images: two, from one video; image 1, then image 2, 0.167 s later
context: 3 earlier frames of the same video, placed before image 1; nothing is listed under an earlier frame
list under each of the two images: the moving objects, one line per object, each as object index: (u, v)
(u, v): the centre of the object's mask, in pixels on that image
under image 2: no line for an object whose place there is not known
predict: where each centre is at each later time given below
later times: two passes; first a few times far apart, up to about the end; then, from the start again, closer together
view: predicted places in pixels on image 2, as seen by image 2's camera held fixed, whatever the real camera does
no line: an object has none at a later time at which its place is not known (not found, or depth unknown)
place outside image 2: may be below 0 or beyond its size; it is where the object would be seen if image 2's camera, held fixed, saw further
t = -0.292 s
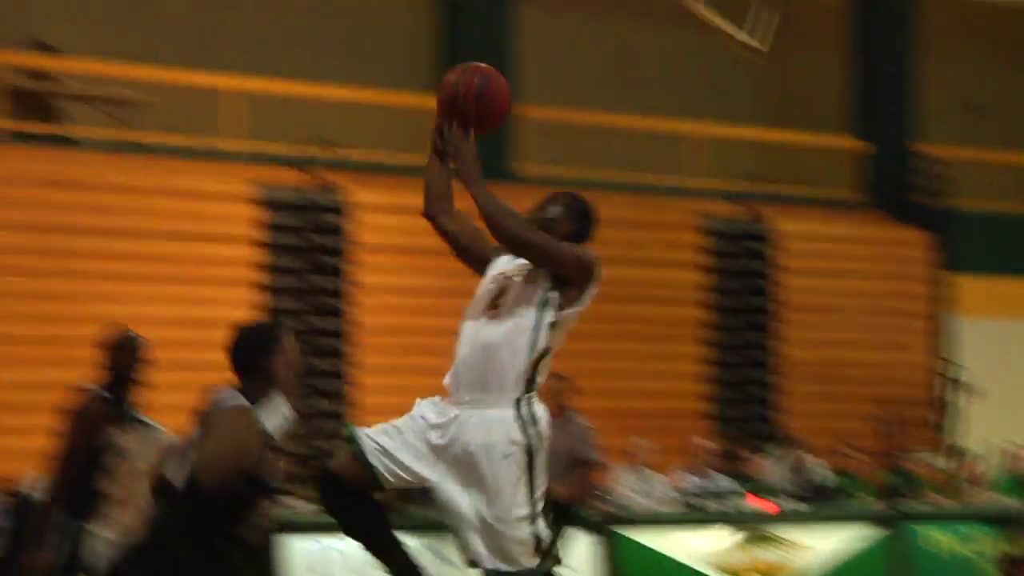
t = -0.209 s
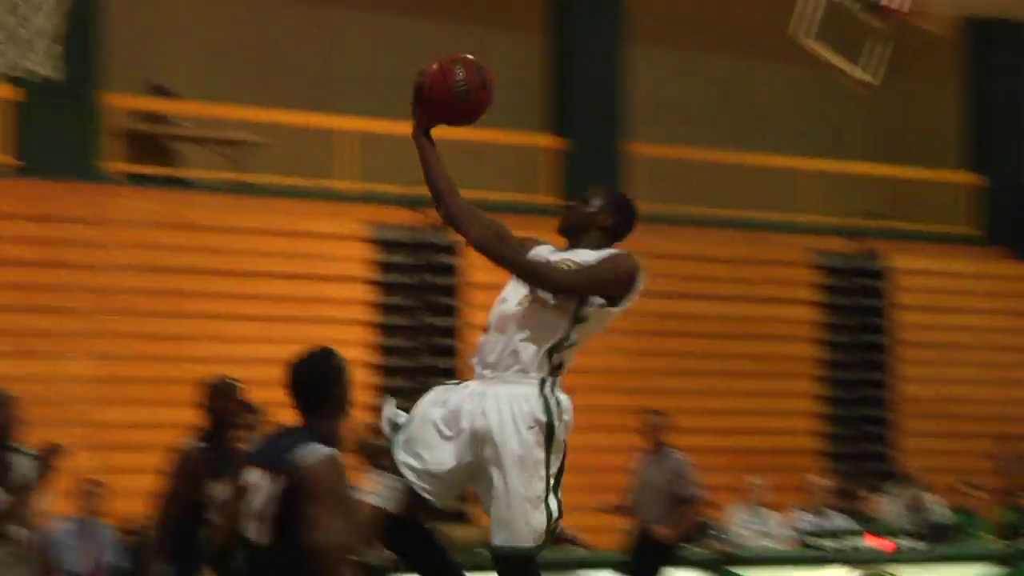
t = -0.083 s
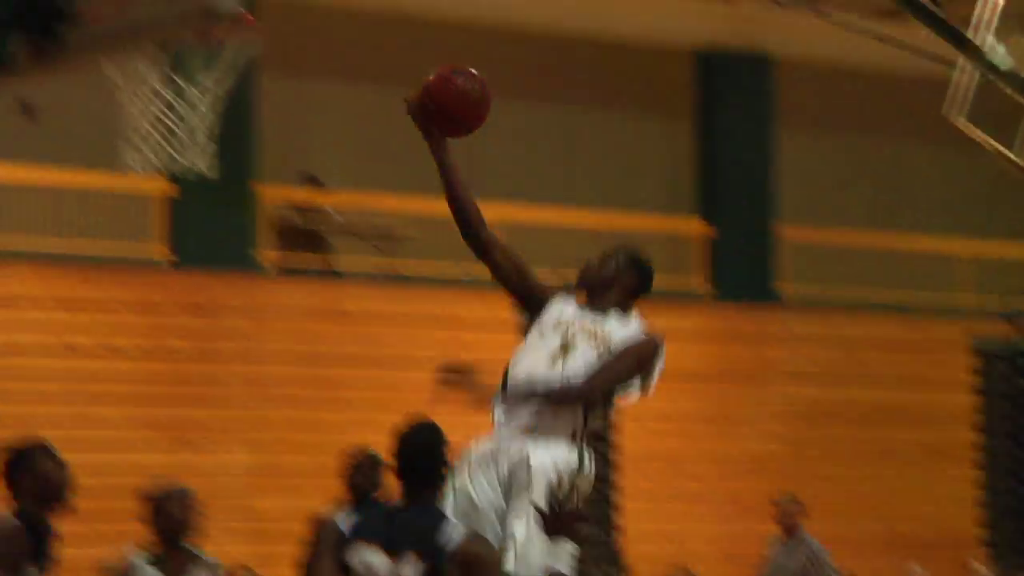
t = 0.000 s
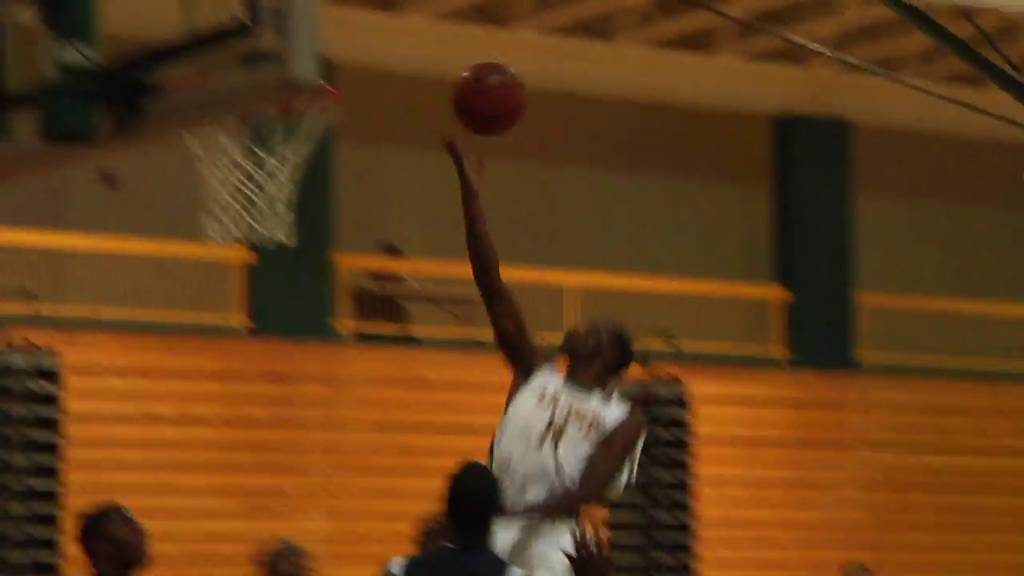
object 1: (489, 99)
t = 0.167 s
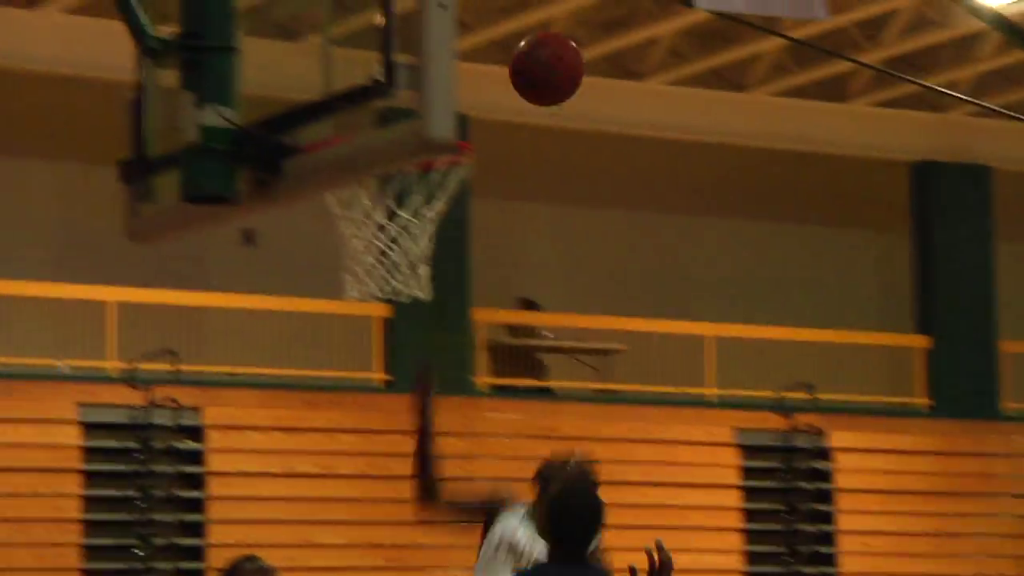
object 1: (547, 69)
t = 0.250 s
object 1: (508, 59)
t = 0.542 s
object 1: (366, 199)
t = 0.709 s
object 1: (344, 233)
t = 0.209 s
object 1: (527, 62)
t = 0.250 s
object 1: (508, 59)
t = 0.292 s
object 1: (489, 63)
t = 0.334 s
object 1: (478, 70)
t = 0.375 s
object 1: (468, 82)
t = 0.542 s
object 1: (366, 199)
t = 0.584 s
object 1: (354, 214)
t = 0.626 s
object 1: (345, 219)
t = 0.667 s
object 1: (343, 225)
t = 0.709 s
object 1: (344, 233)
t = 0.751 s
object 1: (350, 246)
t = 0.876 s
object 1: (369, 316)
